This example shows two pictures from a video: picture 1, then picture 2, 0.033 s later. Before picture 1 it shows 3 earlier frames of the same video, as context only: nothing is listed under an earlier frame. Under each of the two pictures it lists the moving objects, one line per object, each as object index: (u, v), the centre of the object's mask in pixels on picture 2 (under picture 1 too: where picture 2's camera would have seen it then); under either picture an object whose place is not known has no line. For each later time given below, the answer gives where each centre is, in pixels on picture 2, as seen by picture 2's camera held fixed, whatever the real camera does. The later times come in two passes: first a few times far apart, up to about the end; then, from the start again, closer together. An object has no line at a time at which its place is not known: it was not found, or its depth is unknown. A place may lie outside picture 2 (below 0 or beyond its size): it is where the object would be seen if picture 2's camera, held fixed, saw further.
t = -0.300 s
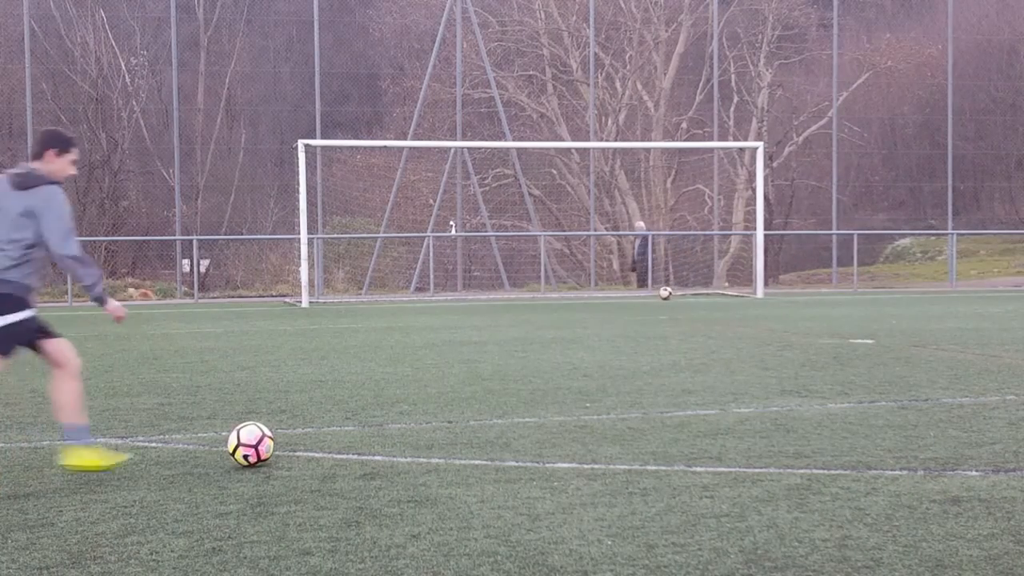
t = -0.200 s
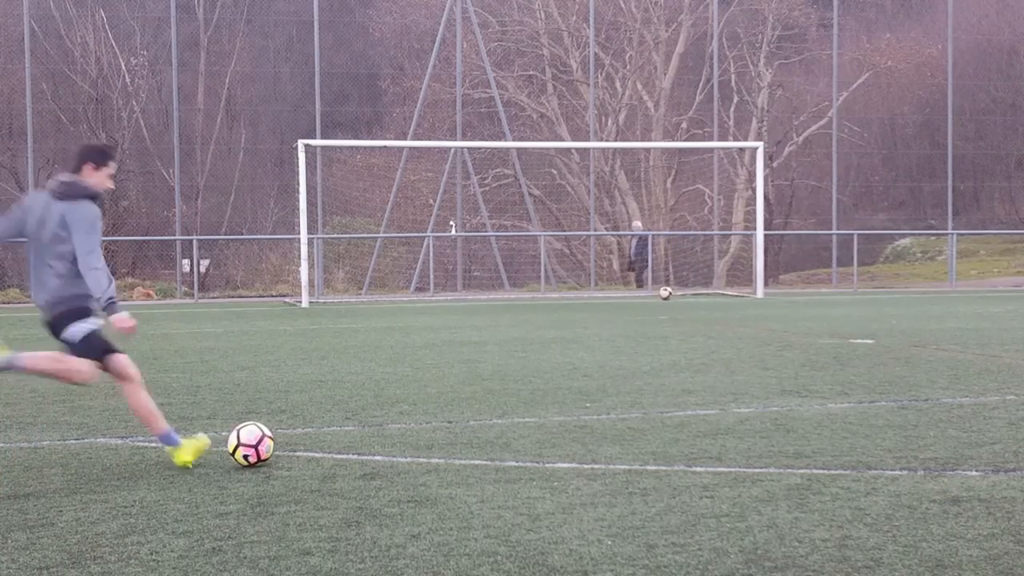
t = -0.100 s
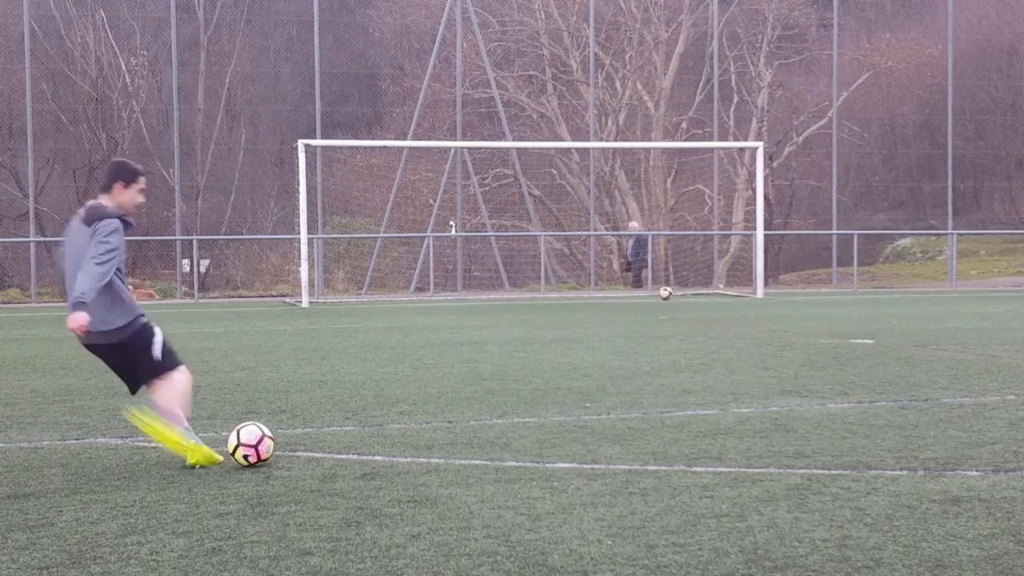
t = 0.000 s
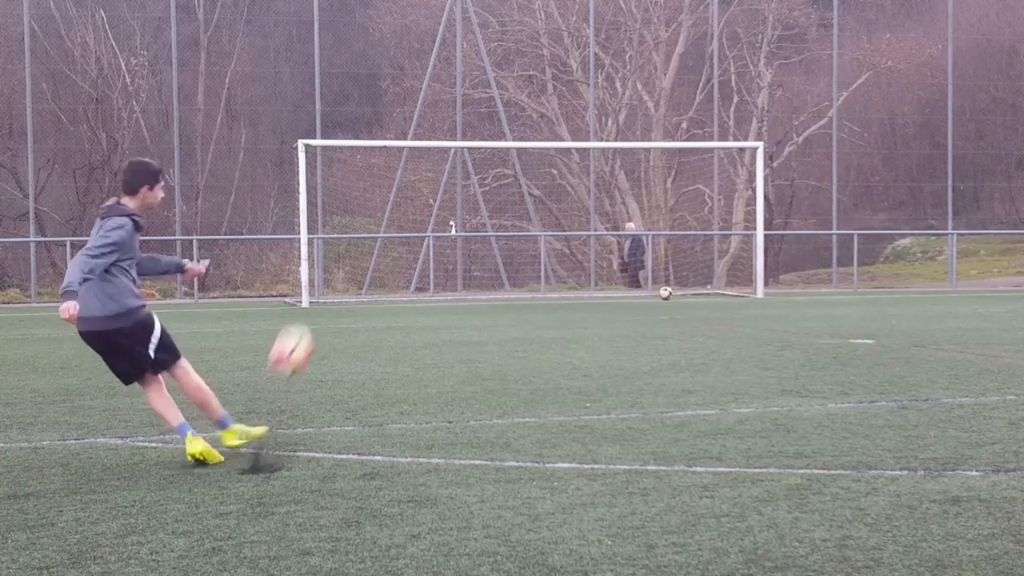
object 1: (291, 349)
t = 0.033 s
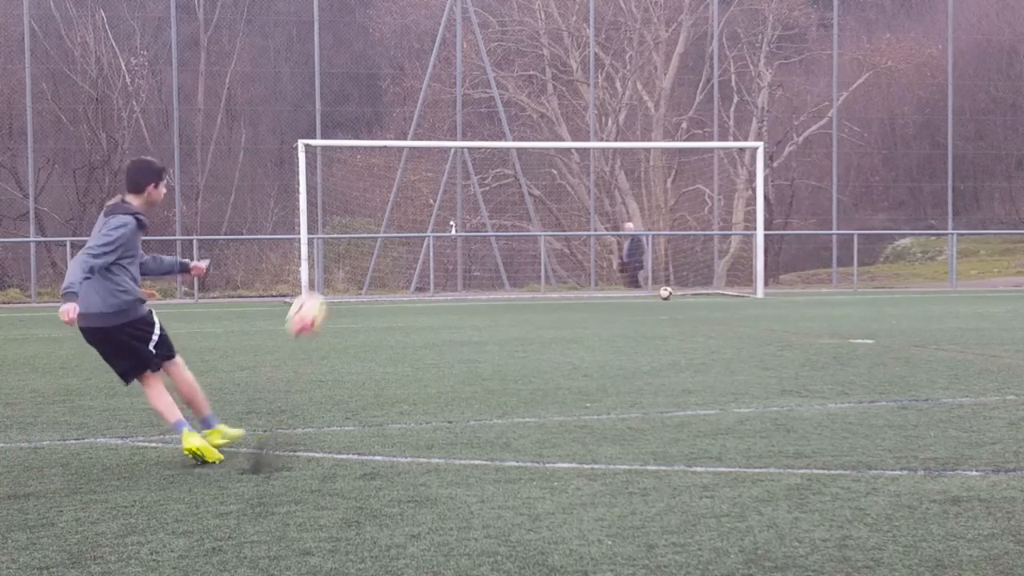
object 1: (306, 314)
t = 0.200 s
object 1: (352, 204)
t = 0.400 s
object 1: (369, 154)
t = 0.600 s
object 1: (370, 145)
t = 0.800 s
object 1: (360, 161)
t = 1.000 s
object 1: (345, 193)
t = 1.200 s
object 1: (343, 213)
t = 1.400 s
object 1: (354, 258)
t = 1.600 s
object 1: (370, 278)
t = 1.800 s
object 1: (390, 271)
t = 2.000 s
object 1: (411, 293)
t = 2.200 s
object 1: (425, 284)
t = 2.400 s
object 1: (440, 293)
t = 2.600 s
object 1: (456, 292)
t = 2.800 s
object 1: (473, 295)
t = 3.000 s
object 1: (489, 298)
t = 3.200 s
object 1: (506, 299)
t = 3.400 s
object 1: (522, 299)
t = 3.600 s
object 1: (538, 300)
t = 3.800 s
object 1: (555, 300)
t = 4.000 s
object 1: (570, 300)
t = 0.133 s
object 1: (338, 238)
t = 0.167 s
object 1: (345, 219)
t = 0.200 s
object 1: (352, 204)
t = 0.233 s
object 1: (357, 192)
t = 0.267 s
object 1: (361, 181)
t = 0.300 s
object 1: (364, 172)
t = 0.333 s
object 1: (366, 163)
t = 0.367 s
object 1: (368, 158)
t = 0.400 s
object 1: (369, 154)
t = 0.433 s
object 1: (370, 151)
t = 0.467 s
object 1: (371, 147)
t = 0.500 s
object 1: (371, 145)
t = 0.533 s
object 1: (371, 144)
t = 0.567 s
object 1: (371, 144)
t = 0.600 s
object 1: (370, 145)
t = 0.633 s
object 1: (369, 146)
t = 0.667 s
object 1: (367, 149)
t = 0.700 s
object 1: (366, 152)
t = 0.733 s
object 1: (364, 154)
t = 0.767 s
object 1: (362, 157)
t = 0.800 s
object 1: (360, 161)
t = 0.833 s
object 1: (358, 165)
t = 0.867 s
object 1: (356, 170)
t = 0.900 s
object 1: (353, 175)
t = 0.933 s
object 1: (351, 181)
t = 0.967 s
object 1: (348, 187)
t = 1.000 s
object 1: (345, 193)
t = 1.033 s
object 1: (343, 199)
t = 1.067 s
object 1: (341, 203)
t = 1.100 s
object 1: (341, 205)
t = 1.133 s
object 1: (342, 206)
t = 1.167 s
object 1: (342, 209)
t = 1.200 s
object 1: (343, 213)
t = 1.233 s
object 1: (344, 218)
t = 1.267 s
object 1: (346, 224)
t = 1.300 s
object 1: (348, 232)
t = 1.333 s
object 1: (350, 240)
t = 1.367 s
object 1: (352, 249)
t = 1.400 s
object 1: (354, 258)
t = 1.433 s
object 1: (356, 269)
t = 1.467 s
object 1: (359, 280)
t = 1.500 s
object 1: (362, 290)
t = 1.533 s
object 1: (365, 290)
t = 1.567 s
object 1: (367, 283)
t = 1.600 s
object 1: (370, 278)
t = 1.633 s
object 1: (373, 274)
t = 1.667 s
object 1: (376, 272)
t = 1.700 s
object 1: (379, 270)
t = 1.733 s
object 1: (383, 270)
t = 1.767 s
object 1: (386, 270)
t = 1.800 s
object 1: (390, 271)
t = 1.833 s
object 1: (393, 273)
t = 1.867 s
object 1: (397, 275)
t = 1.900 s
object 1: (401, 279)
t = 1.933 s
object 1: (404, 283)
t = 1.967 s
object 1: (408, 288)
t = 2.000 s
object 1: (411, 293)
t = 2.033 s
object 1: (414, 294)
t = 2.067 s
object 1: (417, 290)
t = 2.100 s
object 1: (419, 288)
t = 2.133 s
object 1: (421, 286)
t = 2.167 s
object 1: (423, 285)
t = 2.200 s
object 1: (425, 284)
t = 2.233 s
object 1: (428, 284)
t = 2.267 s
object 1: (430, 284)
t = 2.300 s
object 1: (433, 285)
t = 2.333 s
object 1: (435, 287)
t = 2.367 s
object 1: (438, 289)
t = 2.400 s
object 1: (440, 293)
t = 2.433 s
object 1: (443, 296)
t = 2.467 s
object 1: (445, 294)
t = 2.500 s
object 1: (448, 292)
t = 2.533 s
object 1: (451, 292)
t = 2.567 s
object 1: (454, 292)
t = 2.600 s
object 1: (456, 292)
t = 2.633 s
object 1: (459, 294)
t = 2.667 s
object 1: (462, 296)
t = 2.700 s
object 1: (465, 297)
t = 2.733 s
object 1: (467, 296)
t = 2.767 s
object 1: (470, 295)
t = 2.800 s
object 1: (473, 295)
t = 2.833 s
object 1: (475, 296)
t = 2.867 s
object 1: (478, 298)
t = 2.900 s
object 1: (481, 297)
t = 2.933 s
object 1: (484, 297)
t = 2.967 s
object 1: (487, 298)
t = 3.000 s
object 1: (489, 298)
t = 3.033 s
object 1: (492, 298)
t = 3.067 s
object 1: (495, 298)
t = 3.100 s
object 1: (498, 298)
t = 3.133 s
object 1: (501, 298)
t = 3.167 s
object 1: (503, 299)
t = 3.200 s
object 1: (506, 299)
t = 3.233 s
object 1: (508, 299)
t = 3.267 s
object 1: (511, 299)
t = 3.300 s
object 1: (514, 299)
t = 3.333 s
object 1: (517, 299)
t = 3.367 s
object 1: (520, 299)
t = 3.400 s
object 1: (522, 299)
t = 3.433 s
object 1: (525, 299)
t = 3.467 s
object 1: (528, 299)
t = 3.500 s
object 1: (530, 299)
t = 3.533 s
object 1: (533, 299)
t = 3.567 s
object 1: (536, 300)
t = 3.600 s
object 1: (538, 300)
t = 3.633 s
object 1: (541, 300)
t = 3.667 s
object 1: (544, 300)
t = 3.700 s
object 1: (547, 300)
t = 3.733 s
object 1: (550, 300)
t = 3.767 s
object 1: (552, 300)
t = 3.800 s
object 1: (555, 300)
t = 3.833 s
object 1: (557, 300)
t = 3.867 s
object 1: (560, 300)
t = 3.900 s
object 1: (563, 300)
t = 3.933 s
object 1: (566, 301)
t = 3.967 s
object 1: (568, 301)
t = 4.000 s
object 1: (570, 300)
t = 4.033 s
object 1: (573, 301)
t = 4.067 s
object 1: (576, 301)
